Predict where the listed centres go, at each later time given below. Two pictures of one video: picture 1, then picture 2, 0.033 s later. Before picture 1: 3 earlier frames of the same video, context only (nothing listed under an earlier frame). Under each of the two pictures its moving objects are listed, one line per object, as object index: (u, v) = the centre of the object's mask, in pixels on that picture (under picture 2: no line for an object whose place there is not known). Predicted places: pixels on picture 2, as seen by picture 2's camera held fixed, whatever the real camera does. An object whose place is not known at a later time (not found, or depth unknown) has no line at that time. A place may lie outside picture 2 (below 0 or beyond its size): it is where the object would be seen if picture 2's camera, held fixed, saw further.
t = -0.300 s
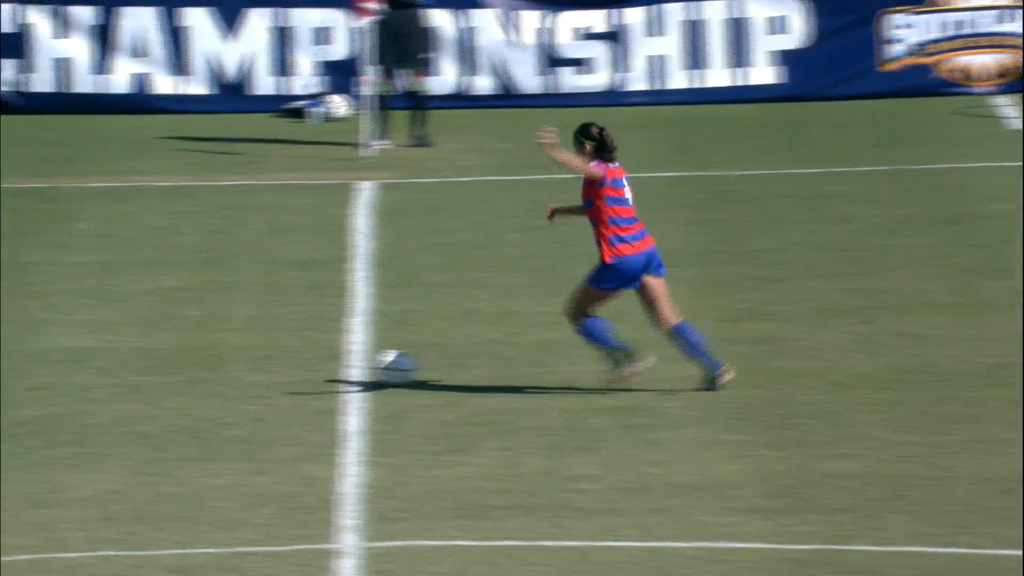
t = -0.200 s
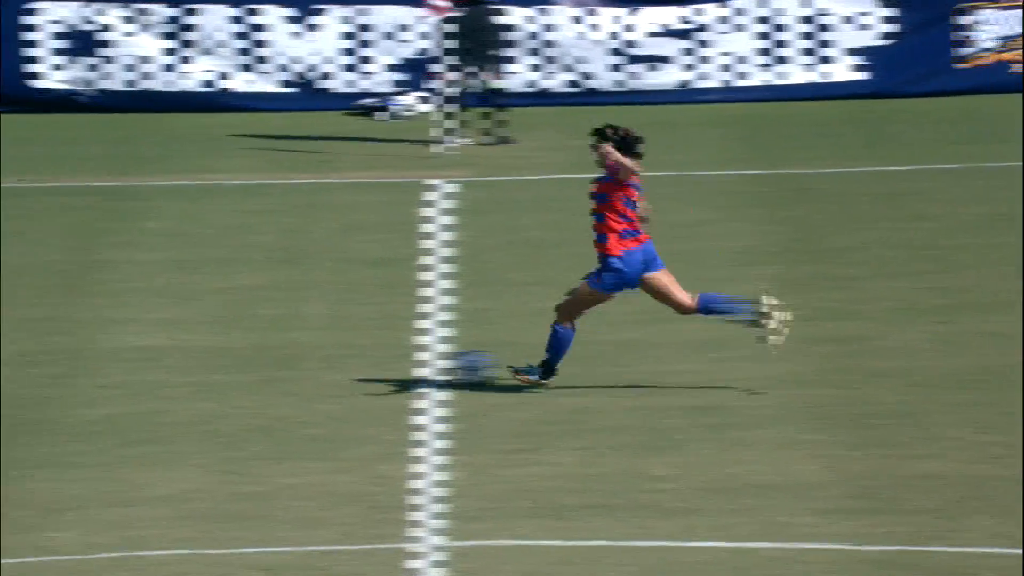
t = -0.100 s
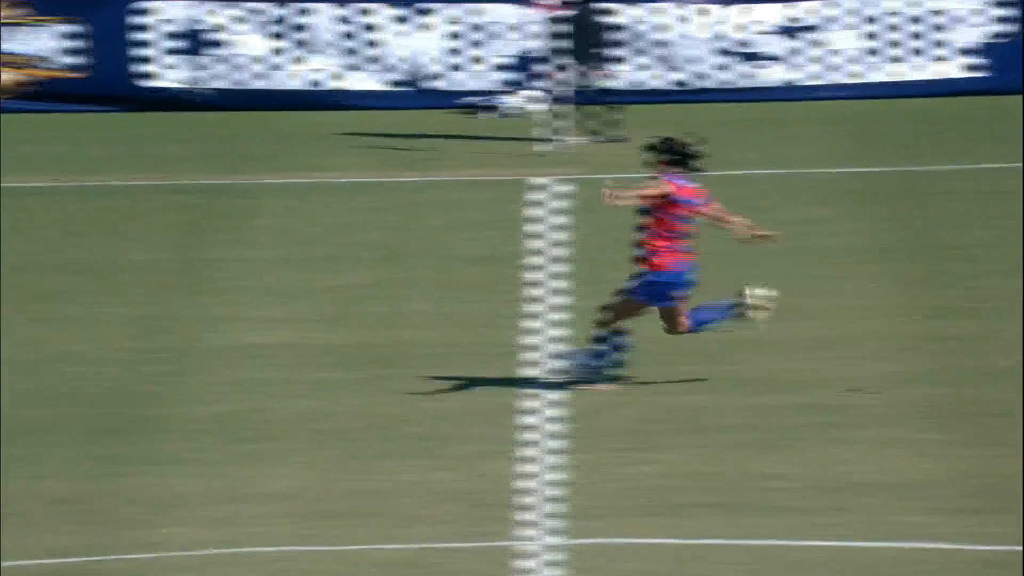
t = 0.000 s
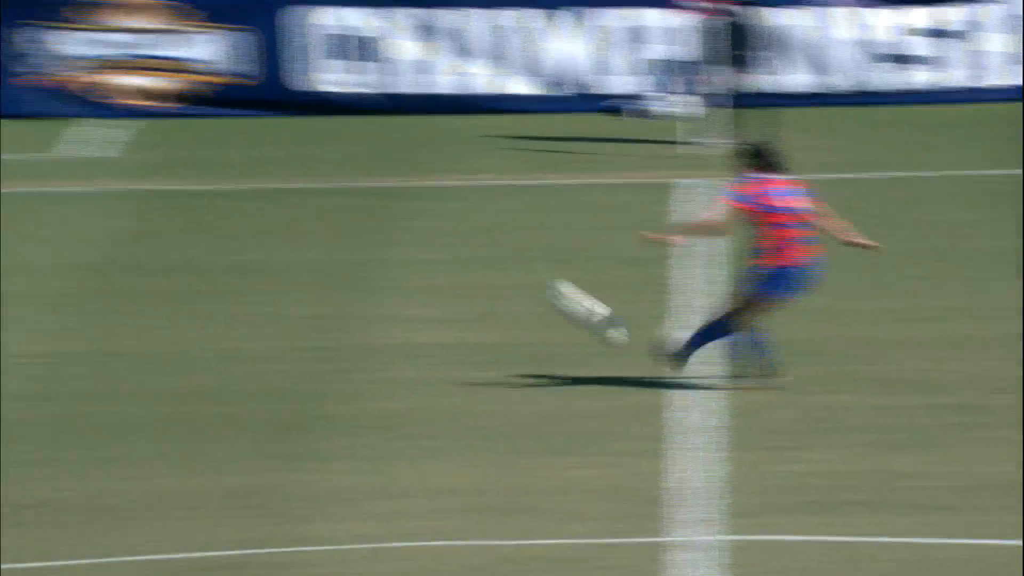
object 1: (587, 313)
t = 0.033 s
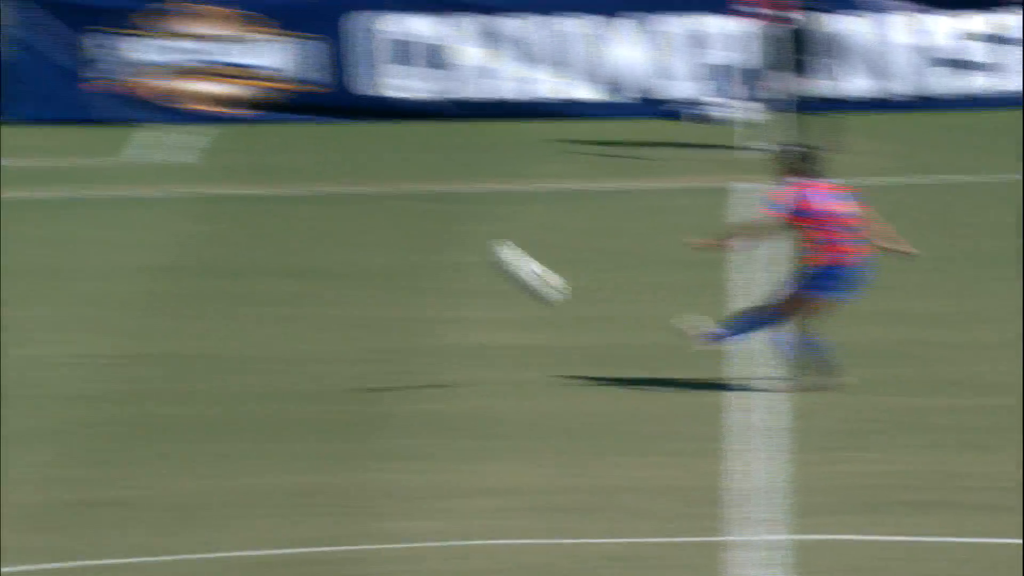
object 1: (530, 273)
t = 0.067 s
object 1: (409, 230)
